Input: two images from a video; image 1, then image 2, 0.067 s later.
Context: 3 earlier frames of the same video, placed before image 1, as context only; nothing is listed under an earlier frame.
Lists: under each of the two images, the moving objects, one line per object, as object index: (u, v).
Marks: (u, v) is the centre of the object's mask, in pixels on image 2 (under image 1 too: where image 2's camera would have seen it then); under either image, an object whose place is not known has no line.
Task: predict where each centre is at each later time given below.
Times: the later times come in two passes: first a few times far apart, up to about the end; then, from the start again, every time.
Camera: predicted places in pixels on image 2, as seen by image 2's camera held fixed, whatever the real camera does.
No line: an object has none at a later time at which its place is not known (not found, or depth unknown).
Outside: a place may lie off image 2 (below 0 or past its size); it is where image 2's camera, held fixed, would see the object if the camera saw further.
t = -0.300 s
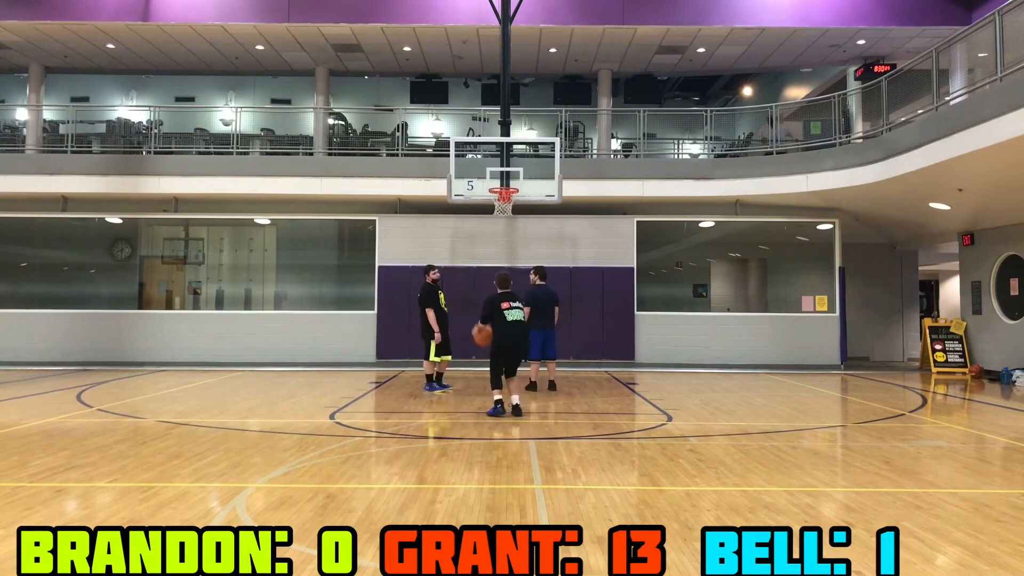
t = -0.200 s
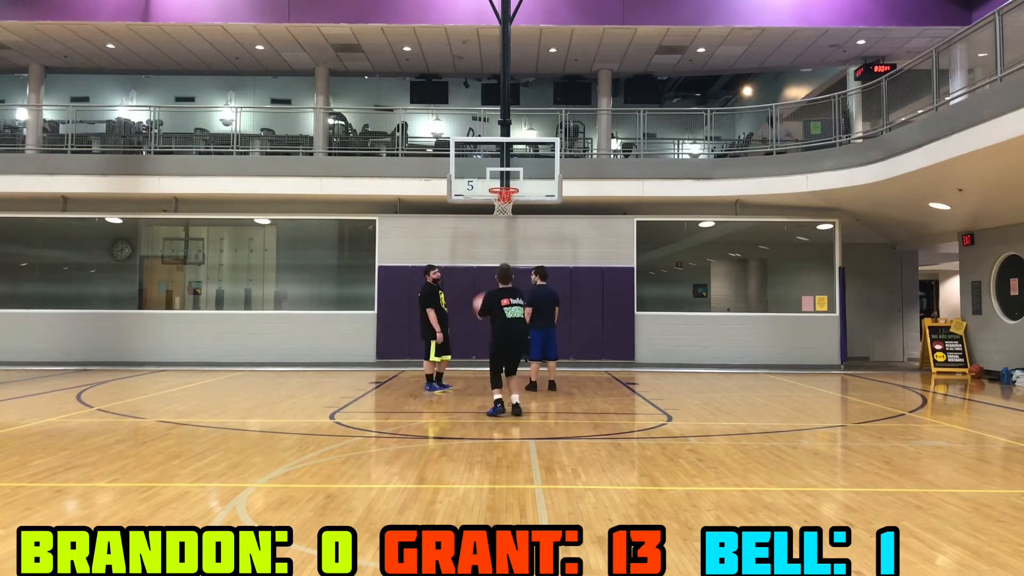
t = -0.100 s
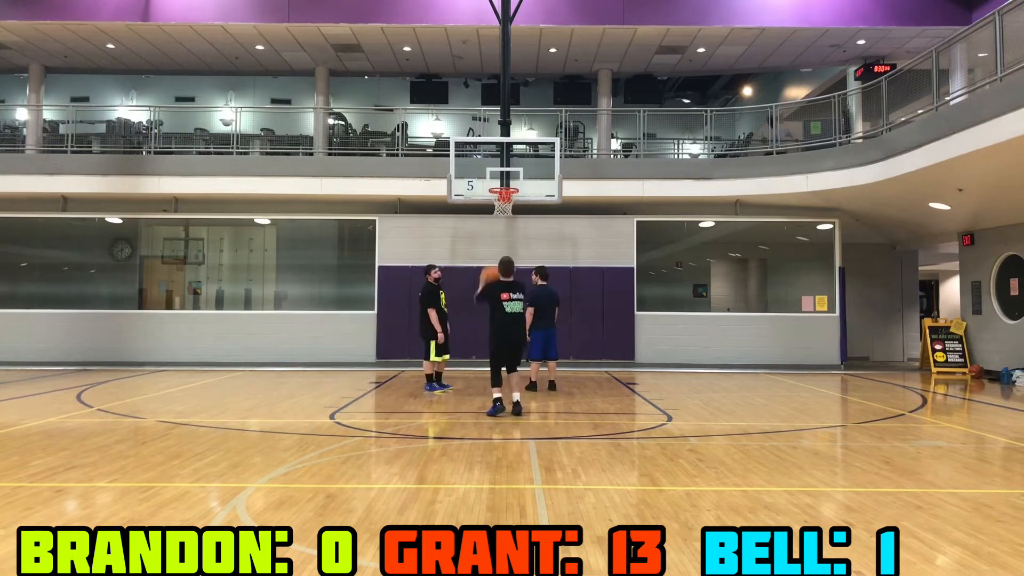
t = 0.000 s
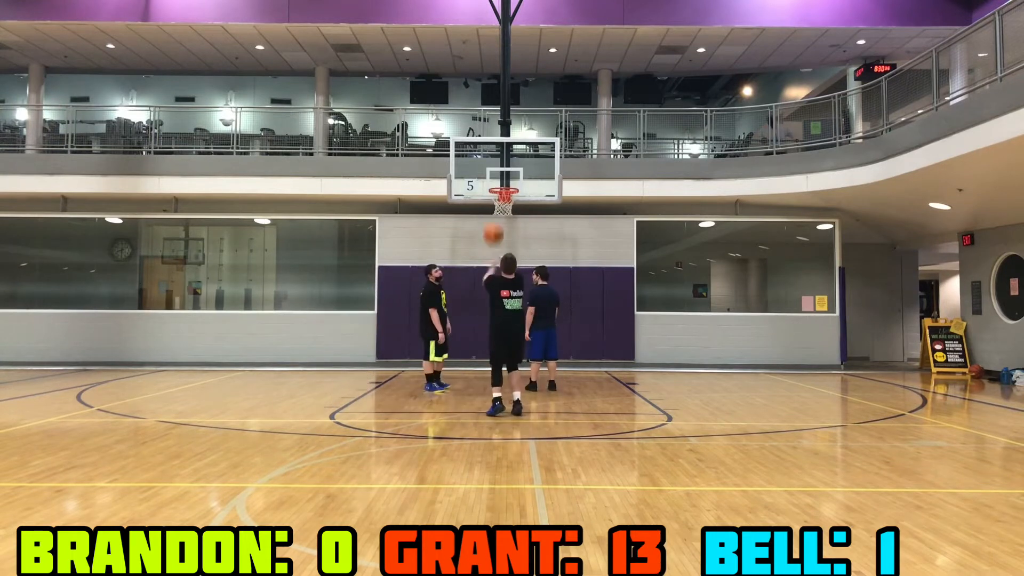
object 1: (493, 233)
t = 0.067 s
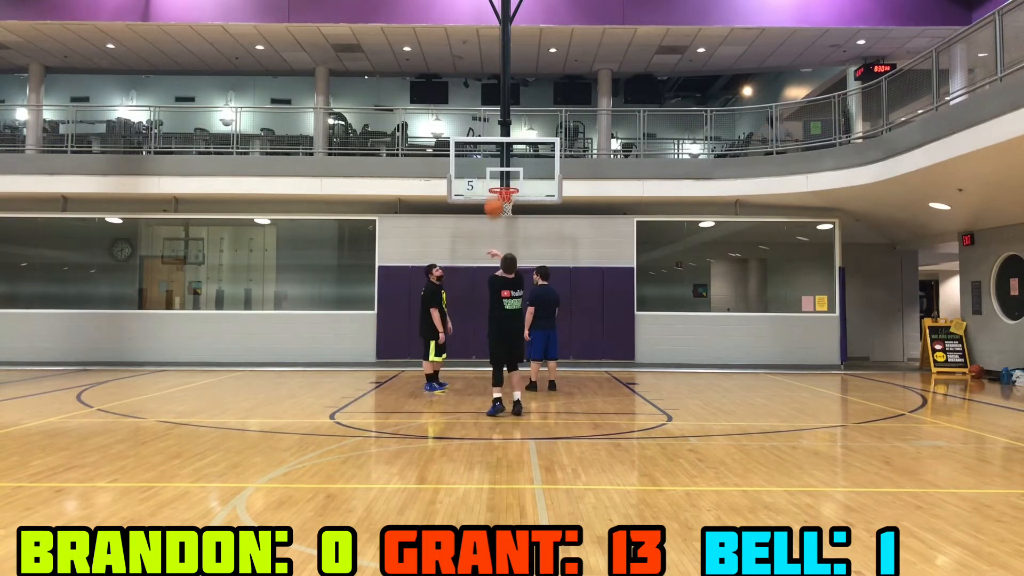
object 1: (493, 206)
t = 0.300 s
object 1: (495, 149)
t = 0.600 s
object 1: (497, 139)
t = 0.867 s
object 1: (498, 176)
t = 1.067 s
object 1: (506, 206)
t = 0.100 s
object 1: (494, 195)
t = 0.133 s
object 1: (495, 185)
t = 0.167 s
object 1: (494, 175)
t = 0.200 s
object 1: (495, 166)
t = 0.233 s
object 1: (495, 160)
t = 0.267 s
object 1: (495, 154)
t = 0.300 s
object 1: (495, 149)
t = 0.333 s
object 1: (495, 145)
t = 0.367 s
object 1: (496, 141)
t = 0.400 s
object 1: (496, 138)
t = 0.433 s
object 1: (496, 137)
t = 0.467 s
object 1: (497, 136)
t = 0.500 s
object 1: (497, 136)
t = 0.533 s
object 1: (497, 136)
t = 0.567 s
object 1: (497, 137)
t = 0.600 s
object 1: (497, 139)
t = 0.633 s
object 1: (497, 141)
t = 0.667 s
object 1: (497, 144)
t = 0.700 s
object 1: (498, 148)
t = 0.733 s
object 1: (498, 152)
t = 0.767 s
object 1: (498, 157)
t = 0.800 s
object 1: (498, 163)
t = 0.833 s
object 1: (498, 170)
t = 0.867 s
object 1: (498, 176)
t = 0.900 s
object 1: (499, 182)
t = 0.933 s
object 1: (499, 186)
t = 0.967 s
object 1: (502, 195)
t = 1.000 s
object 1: (503, 197)
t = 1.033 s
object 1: (504, 198)
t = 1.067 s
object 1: (506, 206)
